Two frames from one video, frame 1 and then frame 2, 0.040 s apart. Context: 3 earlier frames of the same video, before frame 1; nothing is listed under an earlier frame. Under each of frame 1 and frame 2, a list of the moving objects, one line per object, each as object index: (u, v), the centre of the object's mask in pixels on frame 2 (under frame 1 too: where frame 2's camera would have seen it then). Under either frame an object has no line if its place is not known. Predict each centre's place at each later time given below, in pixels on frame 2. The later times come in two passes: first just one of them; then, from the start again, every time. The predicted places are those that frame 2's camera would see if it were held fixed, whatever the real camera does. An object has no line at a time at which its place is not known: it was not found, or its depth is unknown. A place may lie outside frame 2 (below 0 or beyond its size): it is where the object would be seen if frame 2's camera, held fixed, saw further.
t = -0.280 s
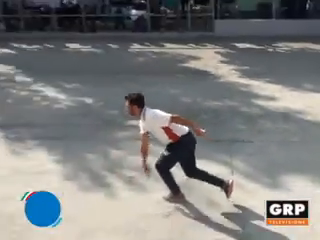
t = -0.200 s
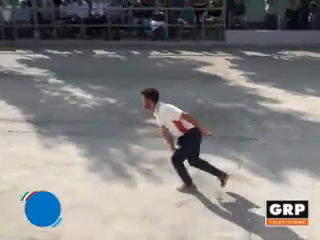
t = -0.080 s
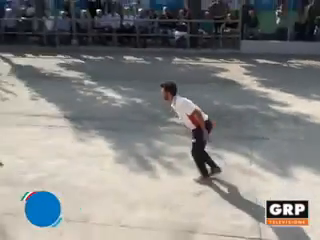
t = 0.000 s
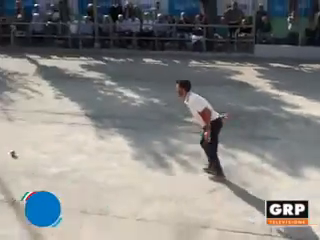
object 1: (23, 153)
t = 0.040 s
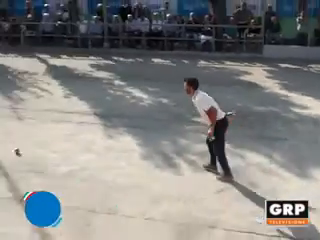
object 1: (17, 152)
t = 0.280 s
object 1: (-10, 146)
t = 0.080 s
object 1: (13, 151)
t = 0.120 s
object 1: (8, 150)
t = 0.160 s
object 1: (4, 149)
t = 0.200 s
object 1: (-1, 148)
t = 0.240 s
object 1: (-6, 147)
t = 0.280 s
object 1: (-10, 146)
